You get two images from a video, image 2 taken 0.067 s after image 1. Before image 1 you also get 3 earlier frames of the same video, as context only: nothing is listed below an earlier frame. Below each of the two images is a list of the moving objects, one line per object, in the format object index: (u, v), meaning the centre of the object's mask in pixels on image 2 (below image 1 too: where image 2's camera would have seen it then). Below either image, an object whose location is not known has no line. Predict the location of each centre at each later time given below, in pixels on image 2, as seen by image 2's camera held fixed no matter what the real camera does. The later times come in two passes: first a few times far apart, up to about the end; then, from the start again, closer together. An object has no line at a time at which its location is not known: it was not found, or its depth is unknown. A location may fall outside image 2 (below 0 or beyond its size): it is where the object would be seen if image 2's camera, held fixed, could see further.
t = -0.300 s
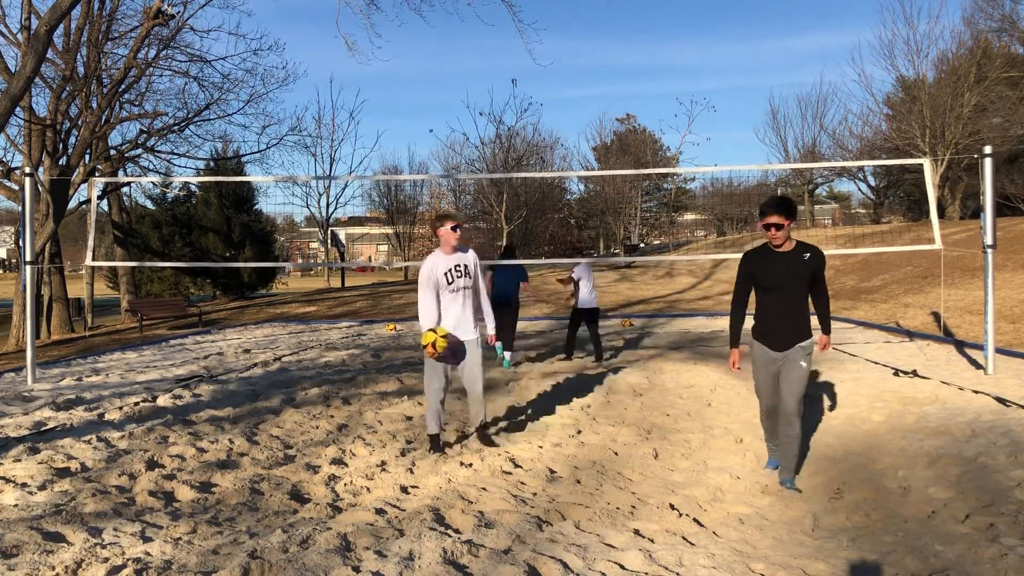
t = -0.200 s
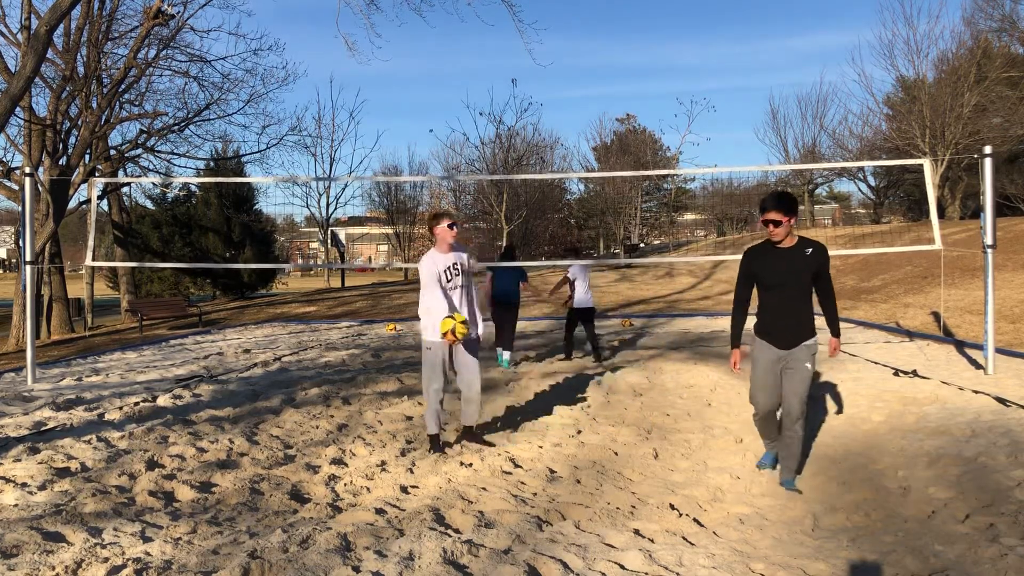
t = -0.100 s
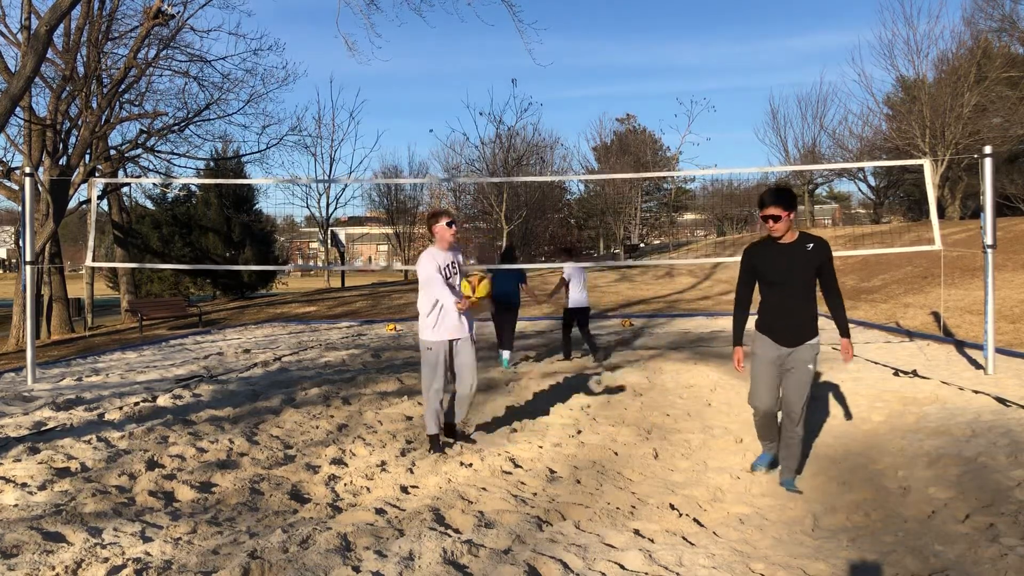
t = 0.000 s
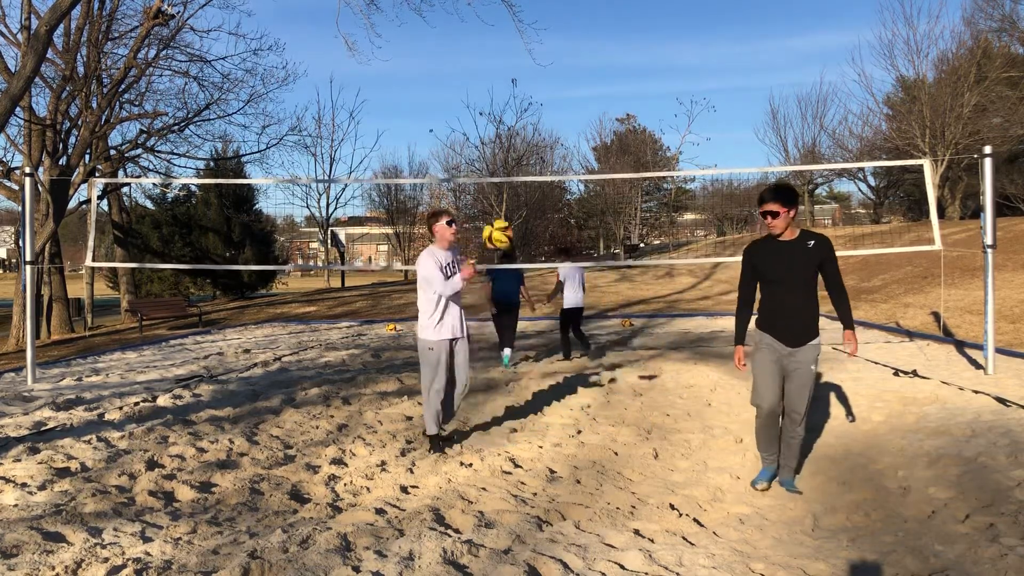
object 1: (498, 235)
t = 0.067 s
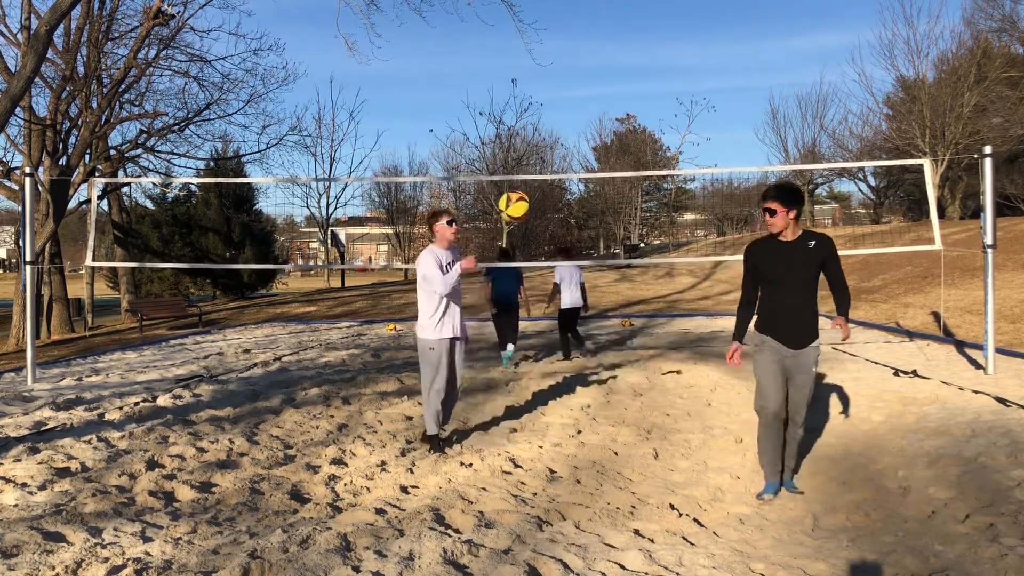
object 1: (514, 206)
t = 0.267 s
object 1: (566, 157)
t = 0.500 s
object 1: (636, 177)
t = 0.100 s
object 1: (522, 194)
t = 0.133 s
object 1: (530, 184)
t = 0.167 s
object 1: (540, 174)
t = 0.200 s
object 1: (549, 167)
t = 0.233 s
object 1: (557, 161)
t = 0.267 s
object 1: (566, 157)
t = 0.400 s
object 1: (604, 157)
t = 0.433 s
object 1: (614, 161)
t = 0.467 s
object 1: (624, 168)
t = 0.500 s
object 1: (636, 177)
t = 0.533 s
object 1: (646, 187)
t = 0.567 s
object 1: (656, 201)
